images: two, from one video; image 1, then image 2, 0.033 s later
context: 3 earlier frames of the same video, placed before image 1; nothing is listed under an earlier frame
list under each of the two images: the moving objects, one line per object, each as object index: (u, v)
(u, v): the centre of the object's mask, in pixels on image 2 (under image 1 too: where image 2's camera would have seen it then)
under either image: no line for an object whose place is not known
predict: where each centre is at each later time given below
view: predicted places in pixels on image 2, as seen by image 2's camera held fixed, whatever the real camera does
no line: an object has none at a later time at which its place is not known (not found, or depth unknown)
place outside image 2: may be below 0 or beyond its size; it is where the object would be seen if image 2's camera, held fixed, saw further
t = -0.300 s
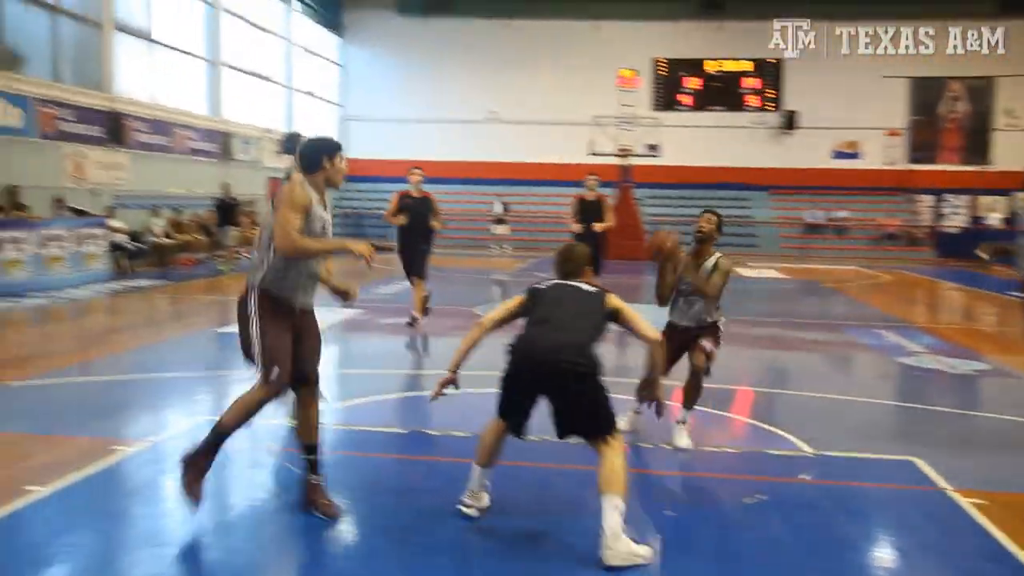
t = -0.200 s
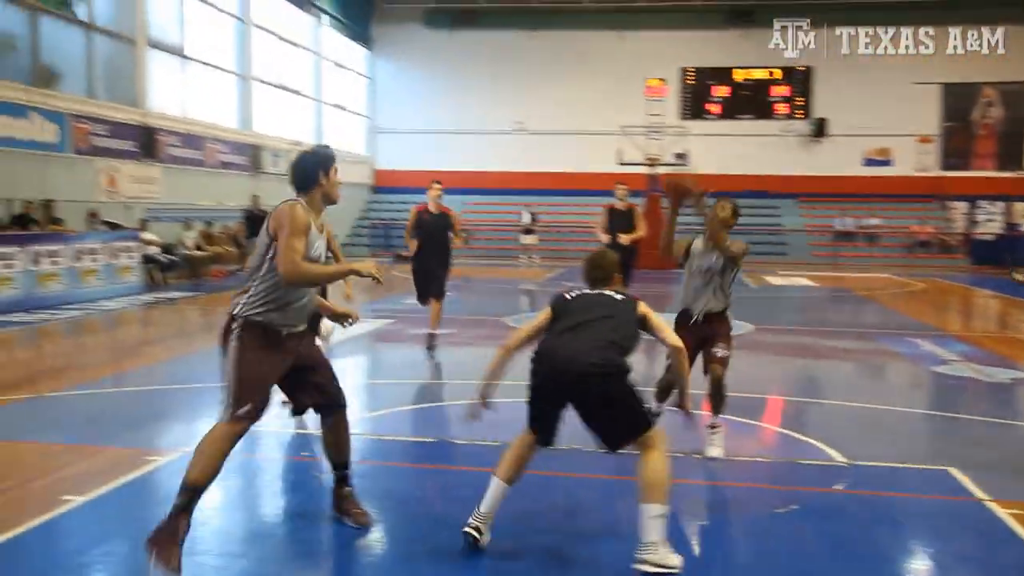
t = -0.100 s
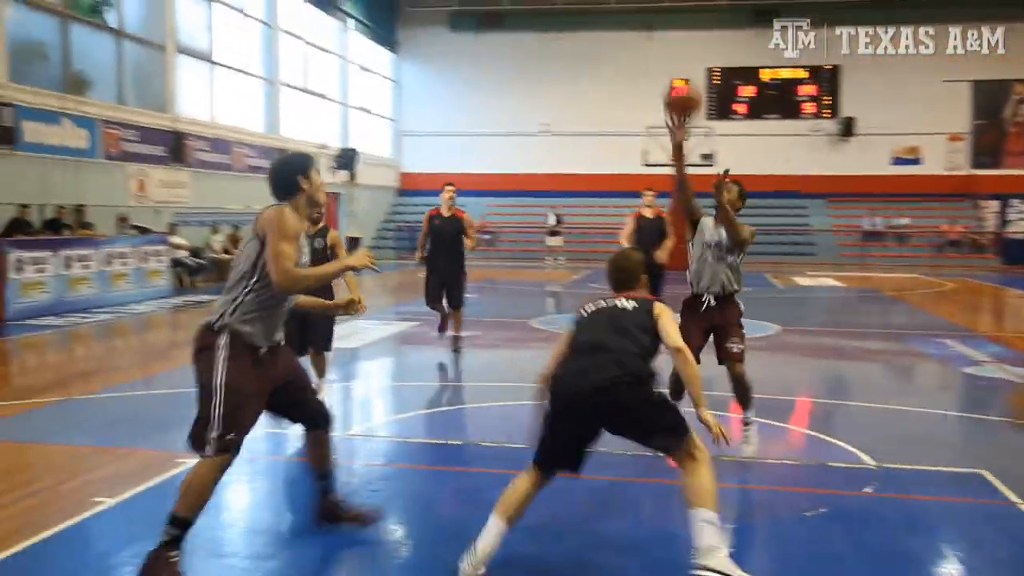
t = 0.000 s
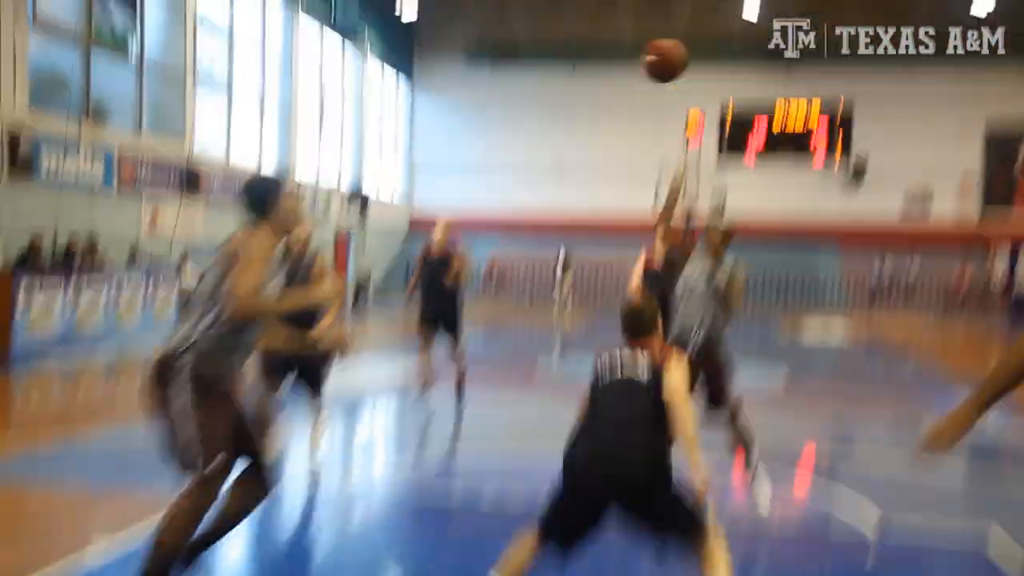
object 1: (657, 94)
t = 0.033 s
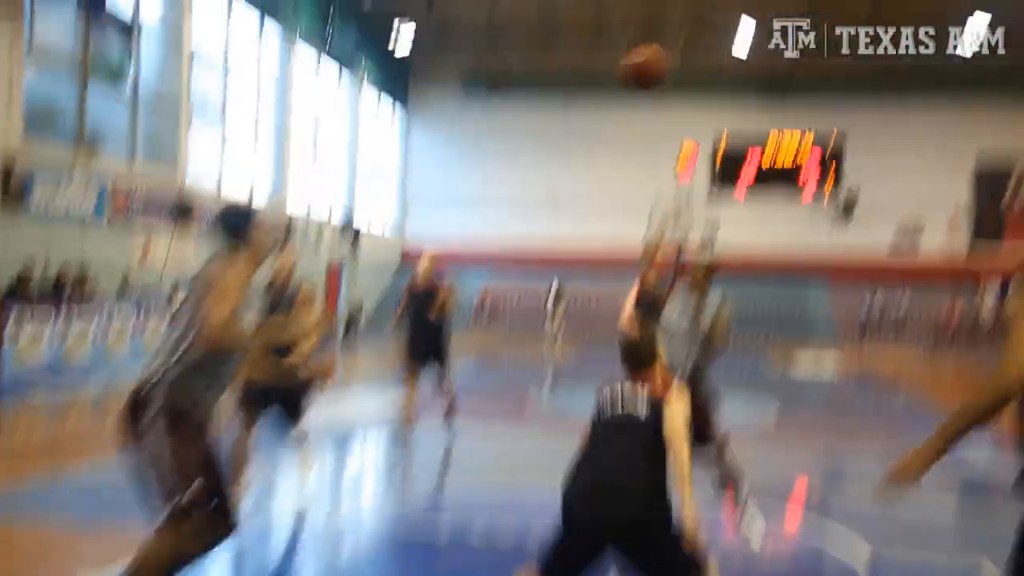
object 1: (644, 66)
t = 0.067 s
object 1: (631, 44)
